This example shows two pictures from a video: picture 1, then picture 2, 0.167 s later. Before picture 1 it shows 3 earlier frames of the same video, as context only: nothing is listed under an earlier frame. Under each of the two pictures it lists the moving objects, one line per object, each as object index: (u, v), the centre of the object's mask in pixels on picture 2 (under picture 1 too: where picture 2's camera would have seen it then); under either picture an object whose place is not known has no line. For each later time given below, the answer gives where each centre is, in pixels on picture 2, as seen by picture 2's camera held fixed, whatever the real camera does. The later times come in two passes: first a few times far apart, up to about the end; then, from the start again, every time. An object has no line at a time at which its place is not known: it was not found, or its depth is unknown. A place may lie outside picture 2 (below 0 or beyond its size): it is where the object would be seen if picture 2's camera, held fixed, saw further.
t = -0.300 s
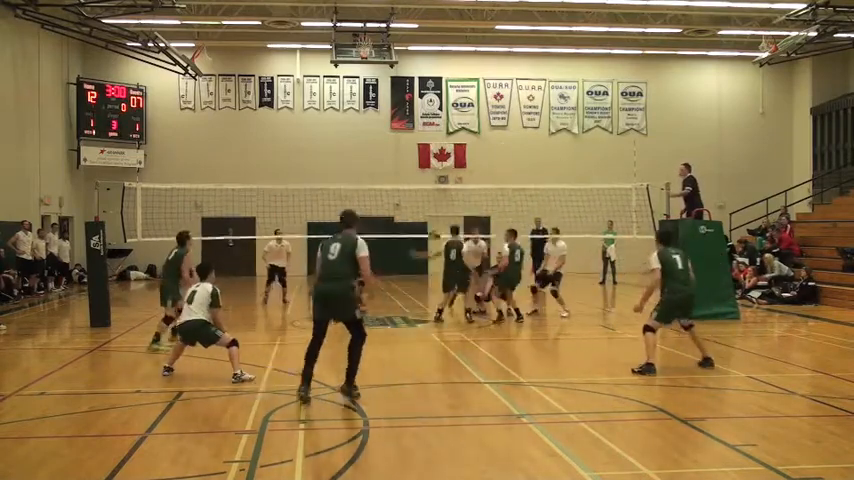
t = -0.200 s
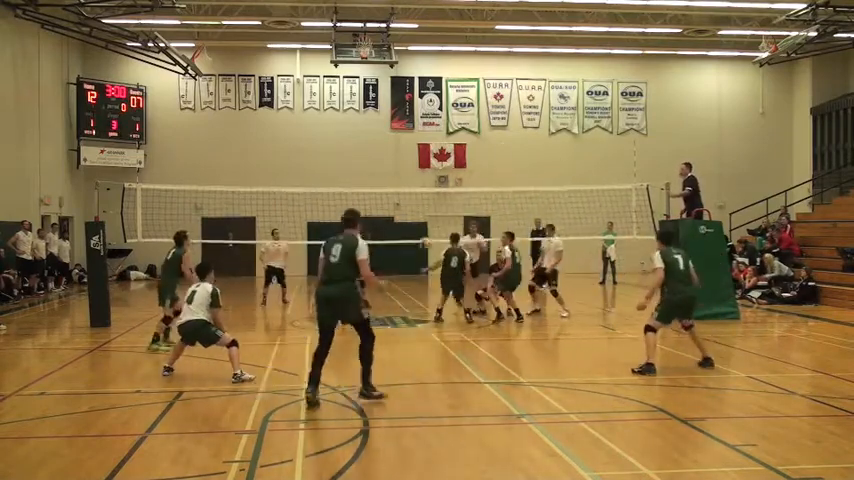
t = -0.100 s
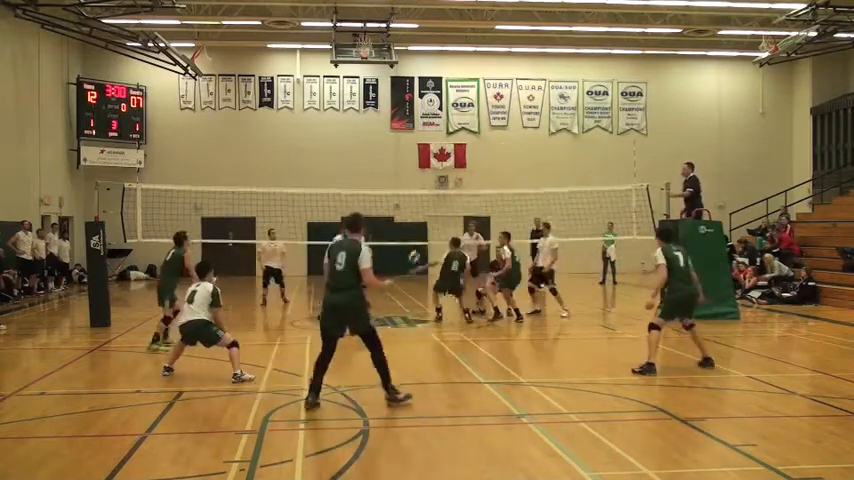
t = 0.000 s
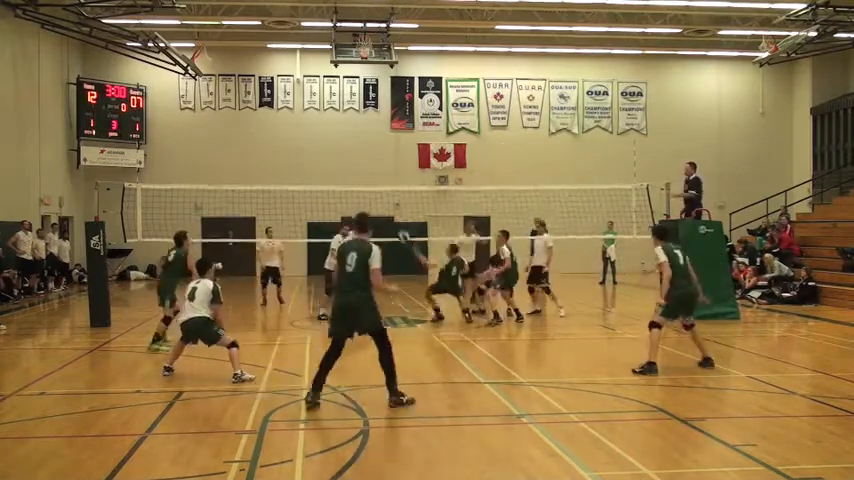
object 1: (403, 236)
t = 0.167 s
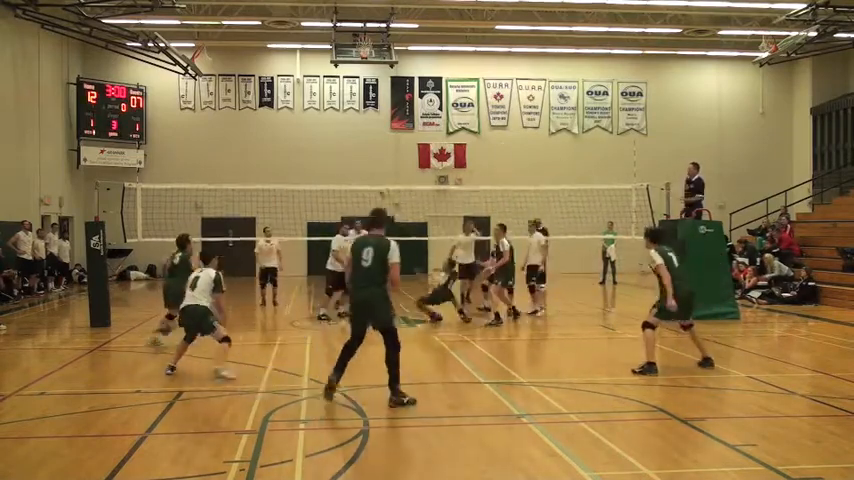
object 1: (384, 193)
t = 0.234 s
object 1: (377, 184)
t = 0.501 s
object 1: (346, 154)
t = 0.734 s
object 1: (318, 164)
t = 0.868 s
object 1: (301, 187)
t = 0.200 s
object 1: (380, 188)
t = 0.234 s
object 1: (377, 184)
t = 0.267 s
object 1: (375, 177)
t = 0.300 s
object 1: (371, 173)
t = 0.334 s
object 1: (366, 164)
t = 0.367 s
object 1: (363, 162)
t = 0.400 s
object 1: (359, 160)
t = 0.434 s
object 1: (354, 157)
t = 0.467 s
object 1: (350, 155)
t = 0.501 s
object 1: (346, 154)
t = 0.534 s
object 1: (342, 154)
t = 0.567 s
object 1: (336, 152)
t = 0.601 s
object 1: (333, 154)
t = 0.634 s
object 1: (330, 156)
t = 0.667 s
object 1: (326, 158)
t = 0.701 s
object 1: (323, 161)
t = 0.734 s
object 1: (318, 164)
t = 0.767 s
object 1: (314, 168)
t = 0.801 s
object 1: (310, 173)
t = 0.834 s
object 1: (306, 179)
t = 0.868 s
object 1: (301, 187)
